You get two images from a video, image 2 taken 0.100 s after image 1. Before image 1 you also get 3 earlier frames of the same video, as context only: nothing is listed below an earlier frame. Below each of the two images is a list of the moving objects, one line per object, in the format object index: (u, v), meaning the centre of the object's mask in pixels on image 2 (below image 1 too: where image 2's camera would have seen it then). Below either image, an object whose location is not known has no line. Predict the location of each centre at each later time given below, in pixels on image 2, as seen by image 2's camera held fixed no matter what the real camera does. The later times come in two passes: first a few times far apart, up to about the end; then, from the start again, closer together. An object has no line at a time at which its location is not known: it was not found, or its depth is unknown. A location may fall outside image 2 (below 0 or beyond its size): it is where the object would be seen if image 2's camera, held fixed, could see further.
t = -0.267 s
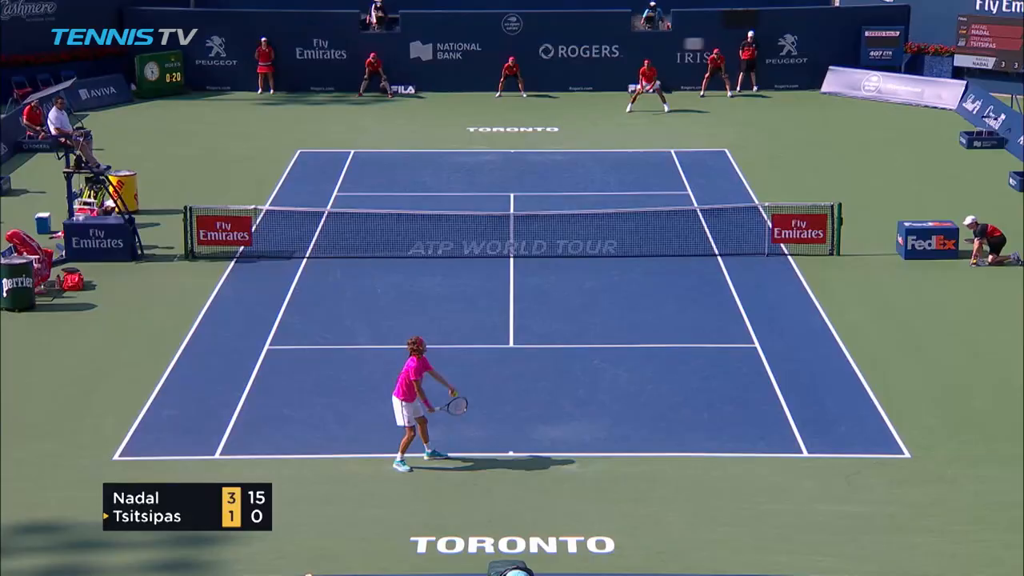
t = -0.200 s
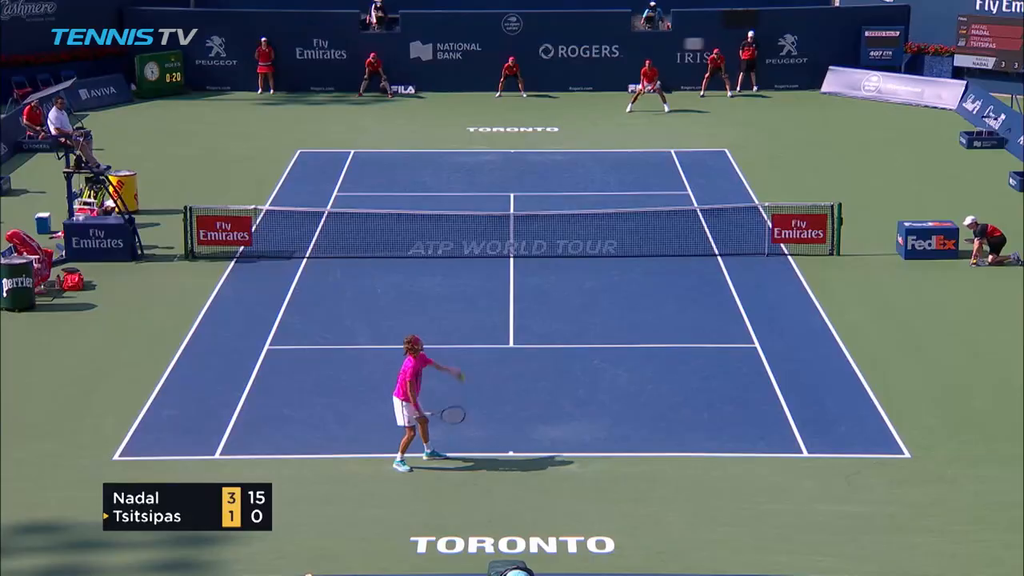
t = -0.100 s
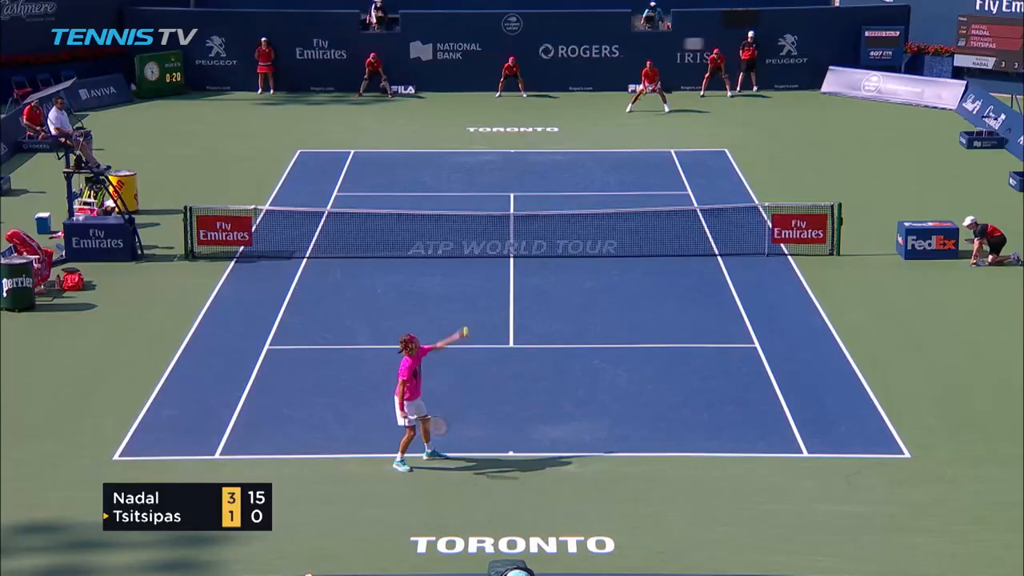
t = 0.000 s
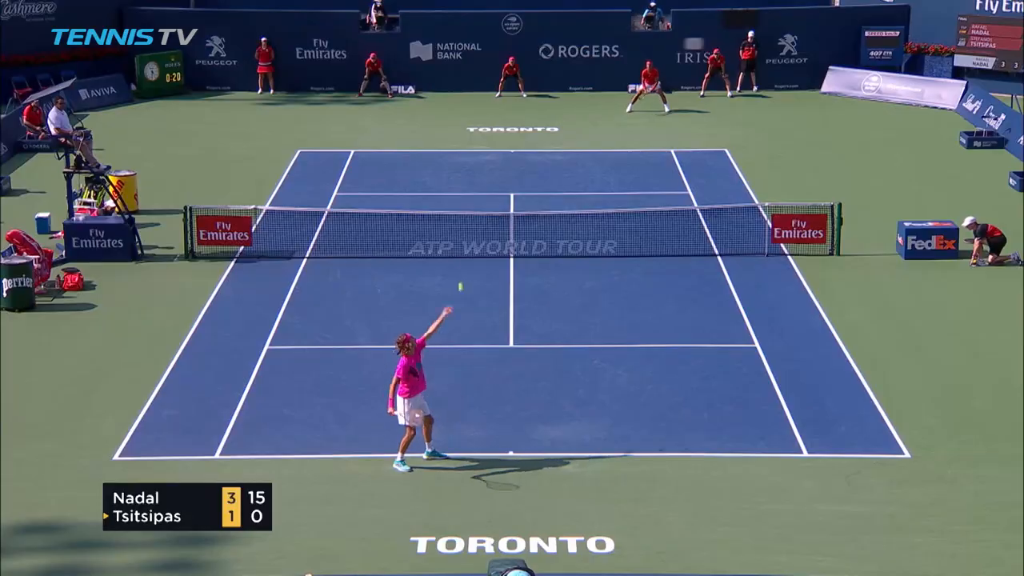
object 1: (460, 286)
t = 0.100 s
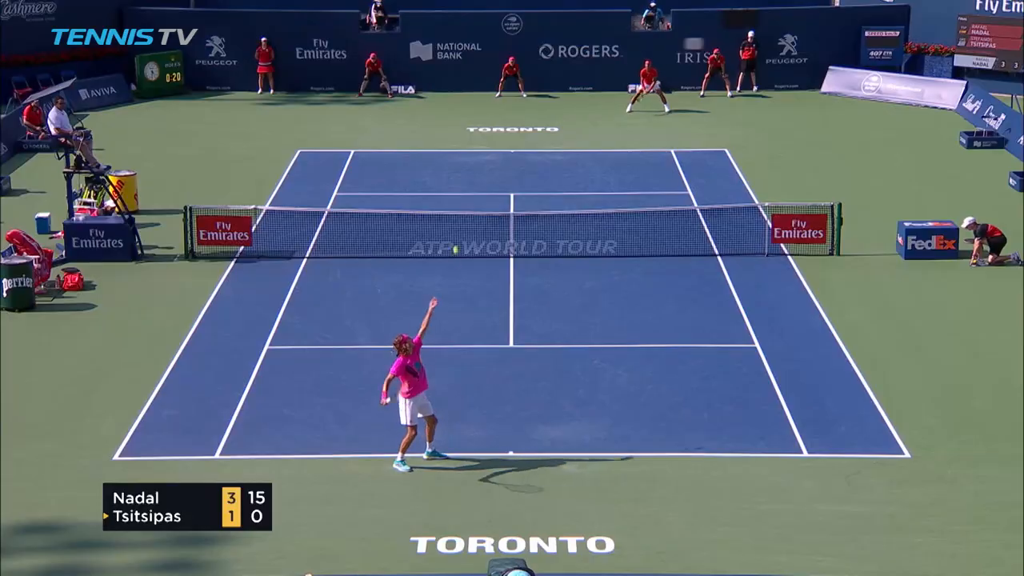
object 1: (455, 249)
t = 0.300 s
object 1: (445, 197)
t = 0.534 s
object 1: (435, 173)
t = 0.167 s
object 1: (451, 229)
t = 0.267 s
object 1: (447, 204)
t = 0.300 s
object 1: (445, 197)
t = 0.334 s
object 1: (444, 191)
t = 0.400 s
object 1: (441, 182)
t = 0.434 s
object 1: (439, 178)
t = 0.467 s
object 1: (438, 176)
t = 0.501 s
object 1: (436, 174)
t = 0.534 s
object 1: (435, 173)
